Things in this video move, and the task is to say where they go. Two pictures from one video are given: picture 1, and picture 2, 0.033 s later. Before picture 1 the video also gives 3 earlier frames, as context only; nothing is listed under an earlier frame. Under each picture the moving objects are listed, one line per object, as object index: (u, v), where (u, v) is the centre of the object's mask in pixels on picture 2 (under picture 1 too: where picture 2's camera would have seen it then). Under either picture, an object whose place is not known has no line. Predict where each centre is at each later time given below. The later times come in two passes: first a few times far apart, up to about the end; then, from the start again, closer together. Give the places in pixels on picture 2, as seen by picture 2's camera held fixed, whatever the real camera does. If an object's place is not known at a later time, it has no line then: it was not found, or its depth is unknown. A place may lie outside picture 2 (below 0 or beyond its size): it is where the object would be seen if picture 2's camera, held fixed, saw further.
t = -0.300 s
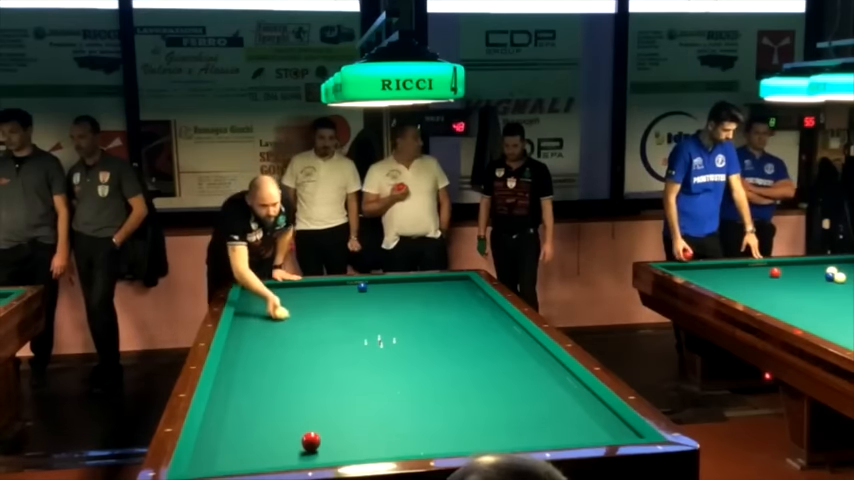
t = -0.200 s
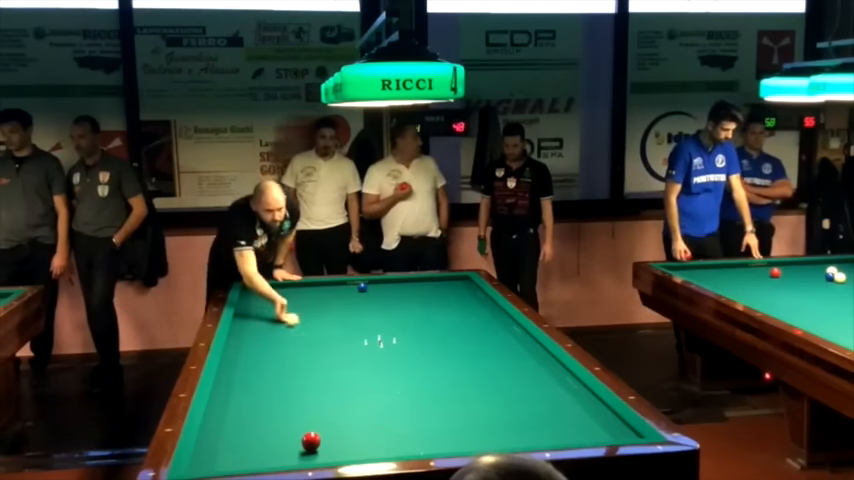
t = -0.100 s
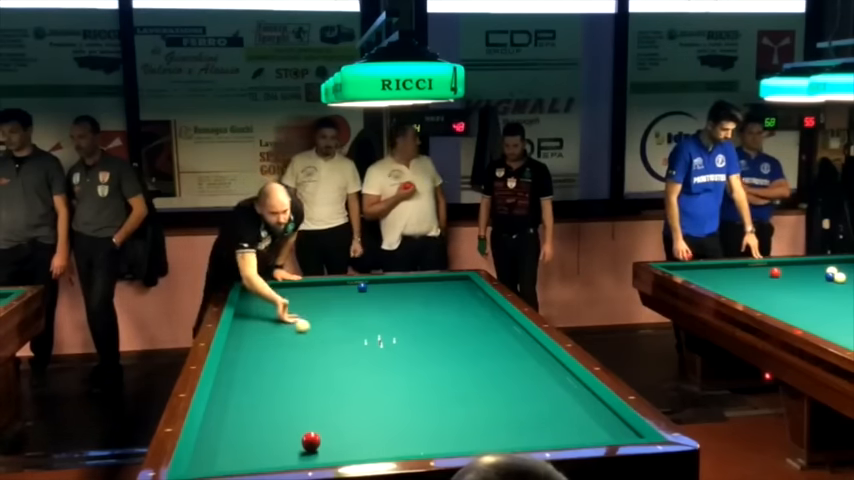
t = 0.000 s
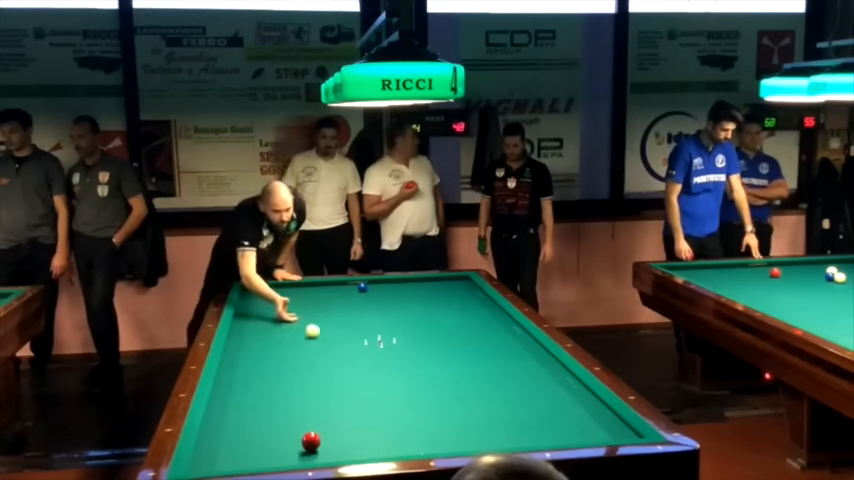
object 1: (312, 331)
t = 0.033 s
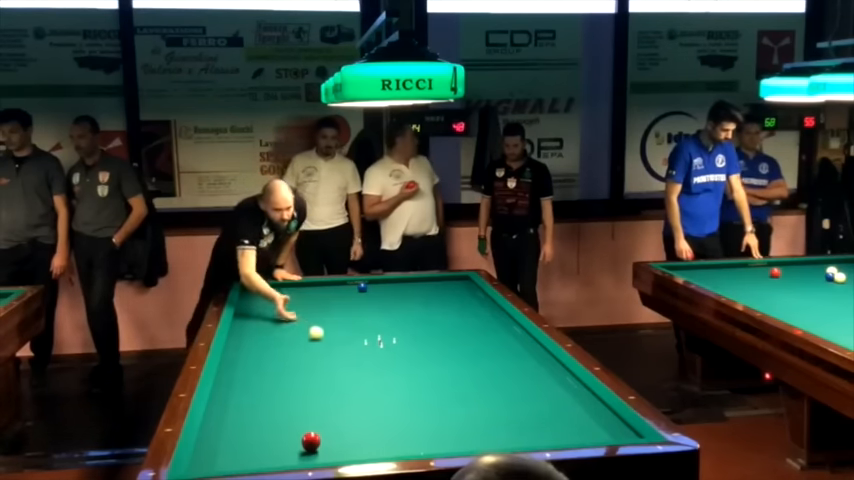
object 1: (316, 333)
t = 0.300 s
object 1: (345, 348)
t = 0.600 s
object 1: (383, 368)
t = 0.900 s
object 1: (428, 391)
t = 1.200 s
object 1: (480, 418)
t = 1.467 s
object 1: (528, 438)
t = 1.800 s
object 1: (537, 412)
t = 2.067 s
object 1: (547, 397)
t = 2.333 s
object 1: (556, 384)
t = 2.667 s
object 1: (560, 370)
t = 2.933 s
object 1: (542, 362)
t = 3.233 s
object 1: (524, 354)
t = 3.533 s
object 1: (508, 346)
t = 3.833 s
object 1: (494, 339)
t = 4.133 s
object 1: (480, 333)
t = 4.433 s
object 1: (468, 327)
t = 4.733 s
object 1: (457, 322)
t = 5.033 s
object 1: (446, 317)
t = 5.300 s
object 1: (438, 313)
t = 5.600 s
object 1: (429, 309)
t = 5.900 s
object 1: (421, 305)
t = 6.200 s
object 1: (413, 302)
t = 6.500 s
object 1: (406, 298)
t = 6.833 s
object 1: (399, 295)
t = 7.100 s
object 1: (394, 292)
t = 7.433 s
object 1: (388, 289)
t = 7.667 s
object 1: (384, 288)
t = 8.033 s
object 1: (378, 285)
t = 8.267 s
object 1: (374, 283)
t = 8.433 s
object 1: (372, 282)
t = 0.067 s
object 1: (319, 335)
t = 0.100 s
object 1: (323, 337)
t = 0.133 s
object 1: (326, 338)
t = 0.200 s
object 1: (334, 342)
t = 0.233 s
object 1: (337, 344)
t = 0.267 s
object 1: (341, 346)
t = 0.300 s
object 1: (345, 348)
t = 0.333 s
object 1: (349, 350)
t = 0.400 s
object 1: (357, 354)
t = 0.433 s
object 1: (361, 357)
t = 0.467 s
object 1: (365, 359)
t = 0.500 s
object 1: (370, 361)
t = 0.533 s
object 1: (374, 363)
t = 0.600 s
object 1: (383, 368)
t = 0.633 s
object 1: (388, 370)
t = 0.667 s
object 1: (392, 373)
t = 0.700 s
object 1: (397, 375)
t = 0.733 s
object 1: (402, 378)
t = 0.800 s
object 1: (412, 383)
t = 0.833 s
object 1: (417, 386)
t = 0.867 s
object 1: (422, 388)
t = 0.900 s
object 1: (428, 391)
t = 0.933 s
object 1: (433, 394)
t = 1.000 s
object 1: (444, 400)
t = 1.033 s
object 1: (449, 402)
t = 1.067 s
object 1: (455, 405)
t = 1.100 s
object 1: (461, 409)
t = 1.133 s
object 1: (467, 412)
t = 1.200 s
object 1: (480, 418)
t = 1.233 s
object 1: (486, 422)
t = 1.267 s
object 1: (493, 425)
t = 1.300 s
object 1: (499, 429)
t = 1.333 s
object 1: (506, 432)
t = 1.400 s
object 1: (520, 439)
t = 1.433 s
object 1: (527, 441)
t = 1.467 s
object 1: (528, 438)
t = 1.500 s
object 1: (529, 436)
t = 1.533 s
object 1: (529, 433)
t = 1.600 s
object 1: (531, 427)
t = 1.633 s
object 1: (532, 424)
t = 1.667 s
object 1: (533, 421)
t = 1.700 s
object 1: (534, 419)
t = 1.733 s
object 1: (535, 417)
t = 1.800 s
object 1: (537, 412)
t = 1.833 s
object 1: (539, 410)
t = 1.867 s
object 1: (540, 408)
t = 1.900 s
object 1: (541, 406)
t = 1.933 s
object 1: (542, 405)
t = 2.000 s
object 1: (545, 401)
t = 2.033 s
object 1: (546, 399)
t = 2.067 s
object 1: (547, 397)
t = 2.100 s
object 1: (548, 396)
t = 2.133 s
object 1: (550, 394)
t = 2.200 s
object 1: (552, 391)
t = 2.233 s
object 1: (553, 389)
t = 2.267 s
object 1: (554, 387)
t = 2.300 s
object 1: (555, 386)
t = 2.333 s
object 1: (556, 384)
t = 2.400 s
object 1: (558, 381)
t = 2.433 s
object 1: (559, 380)
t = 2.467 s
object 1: (560, 378)
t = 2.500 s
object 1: (561, 377)
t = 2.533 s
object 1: (562, 375)
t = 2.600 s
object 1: (564, 372)
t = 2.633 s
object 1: (562, 371)
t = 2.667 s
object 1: (560, 370)
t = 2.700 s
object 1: (557, 369)
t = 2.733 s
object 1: (555, 368)
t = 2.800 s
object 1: (551, 366)
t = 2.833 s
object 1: (548, 365)
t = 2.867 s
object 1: (546, 364)
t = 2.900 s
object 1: (544, 363)
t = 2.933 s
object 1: (542, 362)
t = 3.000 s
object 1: (538, 360)
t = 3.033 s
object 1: (536, 359)
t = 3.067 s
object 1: (534, 358)
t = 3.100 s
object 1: (532, 358)
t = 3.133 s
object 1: (530, 356)
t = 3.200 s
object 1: (526, 355)
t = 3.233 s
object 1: (524, 354)
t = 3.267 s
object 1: (522, 353)
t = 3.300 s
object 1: (520, 352)
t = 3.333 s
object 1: (519, 351)
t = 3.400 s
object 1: (515, 349)
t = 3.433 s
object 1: (514, 348)
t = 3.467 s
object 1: (512, 348)
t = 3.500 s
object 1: (510, 347)
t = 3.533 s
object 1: (508, 346)
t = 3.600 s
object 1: (505, 345)
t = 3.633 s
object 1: (502, 343)
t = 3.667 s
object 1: (501, 343)
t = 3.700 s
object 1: (499, 342)
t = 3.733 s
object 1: (497, 341)
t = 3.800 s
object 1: (493, 339)
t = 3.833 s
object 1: (494, 339)
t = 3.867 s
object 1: (492, 338)
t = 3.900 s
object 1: (491, 338)
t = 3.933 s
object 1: (489, 337)
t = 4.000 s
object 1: (486, 336)
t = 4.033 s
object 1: (484, 335)
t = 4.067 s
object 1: (483, 334)
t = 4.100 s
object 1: (482, 334)
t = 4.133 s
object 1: (480, 333)
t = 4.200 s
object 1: (477, 331)
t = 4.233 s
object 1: (476, 331)
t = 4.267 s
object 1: (475, 330)
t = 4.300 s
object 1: (473, 330)
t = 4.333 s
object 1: (472, 329)
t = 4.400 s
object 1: (469, 328)
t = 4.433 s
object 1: (468, 327)
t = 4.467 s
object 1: (467, 326)
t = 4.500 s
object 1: (466, 326)
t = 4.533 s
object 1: (464, 325)
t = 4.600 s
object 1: (462, 324)
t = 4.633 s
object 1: (460, 324)
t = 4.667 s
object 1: (459, 323)
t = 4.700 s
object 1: (458, 322)
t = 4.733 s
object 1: (457, 322)
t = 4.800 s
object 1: (454, 321)
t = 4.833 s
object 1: (453, 320)
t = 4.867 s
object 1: (452, 320)
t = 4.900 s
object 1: (451, 319)
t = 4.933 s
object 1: (450, 319)
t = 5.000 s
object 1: (447, 317)
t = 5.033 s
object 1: (446, 317)
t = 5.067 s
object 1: (445, 316)
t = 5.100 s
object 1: (444, 316)
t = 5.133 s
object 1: (443, 315)
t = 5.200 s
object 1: (441, 314)
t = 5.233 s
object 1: (440, 314)
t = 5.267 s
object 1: (439, 314)
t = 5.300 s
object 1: (438, 313)
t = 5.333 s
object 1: (437, 313)
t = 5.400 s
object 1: (435, 312)
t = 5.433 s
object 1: (434, 311)
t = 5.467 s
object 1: (433, 311)
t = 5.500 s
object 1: (432, 310)
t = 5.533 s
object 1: (431, 310)
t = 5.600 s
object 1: (429, 309)
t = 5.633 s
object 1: (428, 308)
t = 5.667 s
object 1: (427, 308)
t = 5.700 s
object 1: (426, 307)
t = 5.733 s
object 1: (425, 307)
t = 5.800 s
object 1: (423, 306)
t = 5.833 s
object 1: (423, 306)
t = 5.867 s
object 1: (422, 305)
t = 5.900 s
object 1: (421, 305)
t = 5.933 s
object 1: (420, 304)
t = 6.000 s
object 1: (418, 304)
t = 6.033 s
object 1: (417, 303)
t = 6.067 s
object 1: (416, 303)
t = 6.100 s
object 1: (416, 303)
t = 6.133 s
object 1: (415, 302)
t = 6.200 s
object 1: (413, 302)
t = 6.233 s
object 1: (412, 301)
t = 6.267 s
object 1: (411, 301)
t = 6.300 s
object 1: (411, 300)
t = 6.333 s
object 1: (410, 300)
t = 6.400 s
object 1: (408, 299)
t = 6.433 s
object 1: (408, 299)
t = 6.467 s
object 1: (407, 298)
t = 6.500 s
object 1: (406, 298)
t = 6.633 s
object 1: (403, 297)
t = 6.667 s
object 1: (402, 297)
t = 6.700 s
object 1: (402, 296)
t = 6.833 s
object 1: (399, 295)
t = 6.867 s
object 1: (398, 294)
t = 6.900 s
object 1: (398, 294)
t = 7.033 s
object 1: (395, 293)
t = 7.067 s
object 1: (395, 293)
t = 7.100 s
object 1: (394, 292)
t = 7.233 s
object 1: (391, 291)
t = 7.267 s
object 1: (391, 291)
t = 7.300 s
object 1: (390, 291)
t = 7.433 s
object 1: (388, 289)
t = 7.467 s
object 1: (387, 289)
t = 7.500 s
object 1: (387, 289)
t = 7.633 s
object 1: (384, 288)
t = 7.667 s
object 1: (384, 288)
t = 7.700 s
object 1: (383, 287)
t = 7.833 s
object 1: (381, 286)
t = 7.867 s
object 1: (381, 286)
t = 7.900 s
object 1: (380, 286)
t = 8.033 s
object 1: (378, 285)
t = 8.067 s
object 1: (377, 285)
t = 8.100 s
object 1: (377, 285)
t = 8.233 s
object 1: (375, 284)
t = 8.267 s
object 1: (374, 283)
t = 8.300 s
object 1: (374, 283)
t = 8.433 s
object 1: (372, 282)
